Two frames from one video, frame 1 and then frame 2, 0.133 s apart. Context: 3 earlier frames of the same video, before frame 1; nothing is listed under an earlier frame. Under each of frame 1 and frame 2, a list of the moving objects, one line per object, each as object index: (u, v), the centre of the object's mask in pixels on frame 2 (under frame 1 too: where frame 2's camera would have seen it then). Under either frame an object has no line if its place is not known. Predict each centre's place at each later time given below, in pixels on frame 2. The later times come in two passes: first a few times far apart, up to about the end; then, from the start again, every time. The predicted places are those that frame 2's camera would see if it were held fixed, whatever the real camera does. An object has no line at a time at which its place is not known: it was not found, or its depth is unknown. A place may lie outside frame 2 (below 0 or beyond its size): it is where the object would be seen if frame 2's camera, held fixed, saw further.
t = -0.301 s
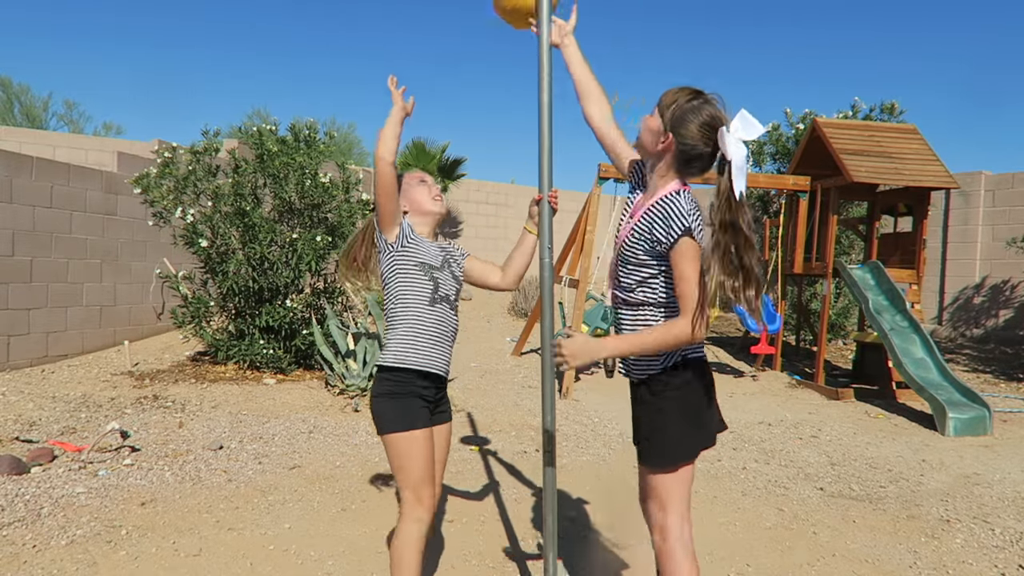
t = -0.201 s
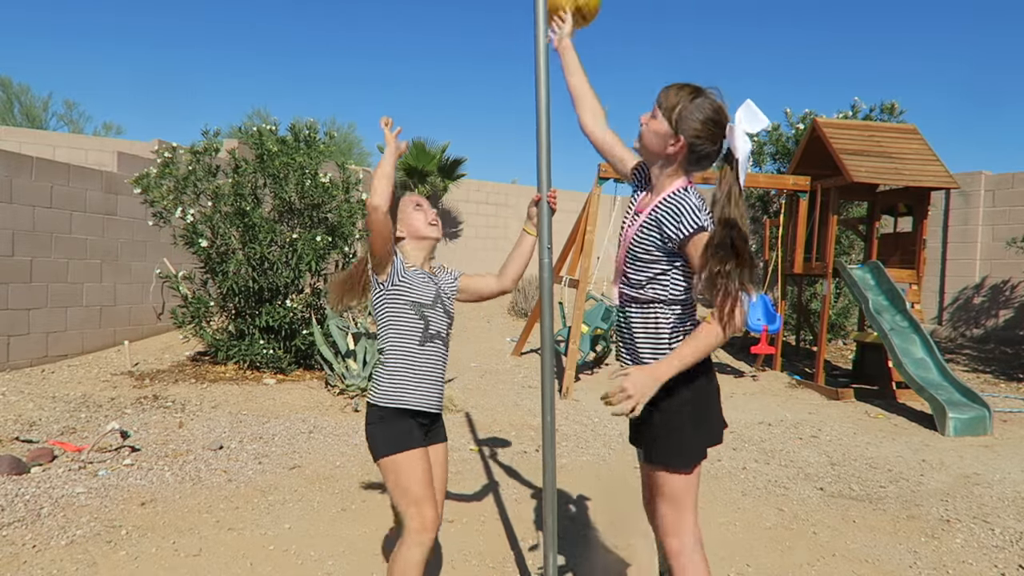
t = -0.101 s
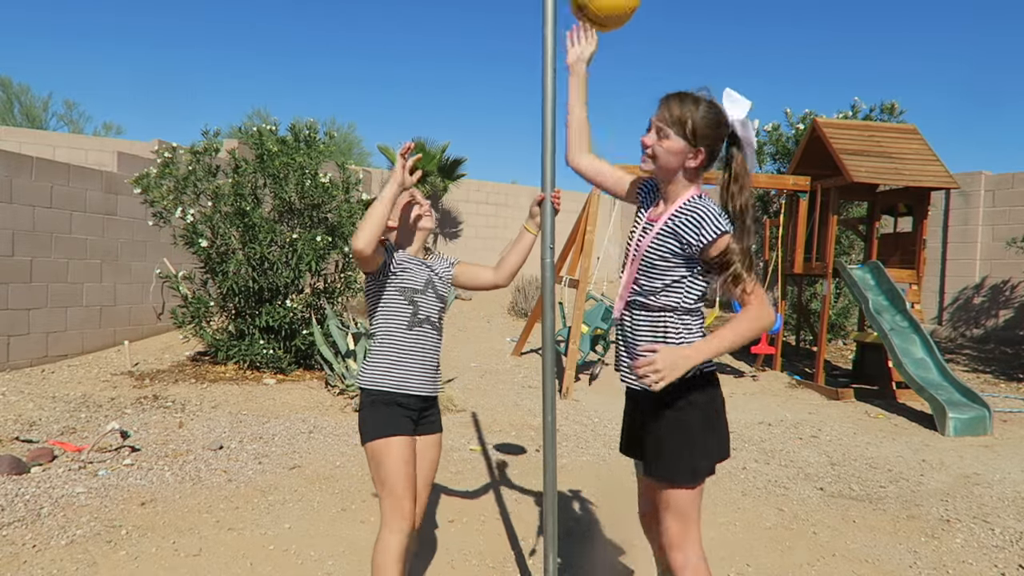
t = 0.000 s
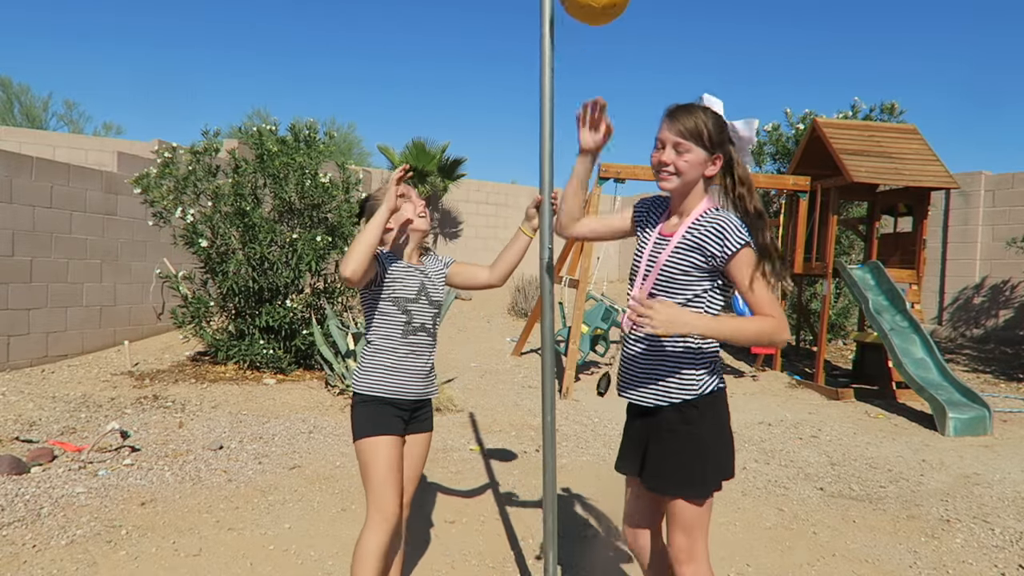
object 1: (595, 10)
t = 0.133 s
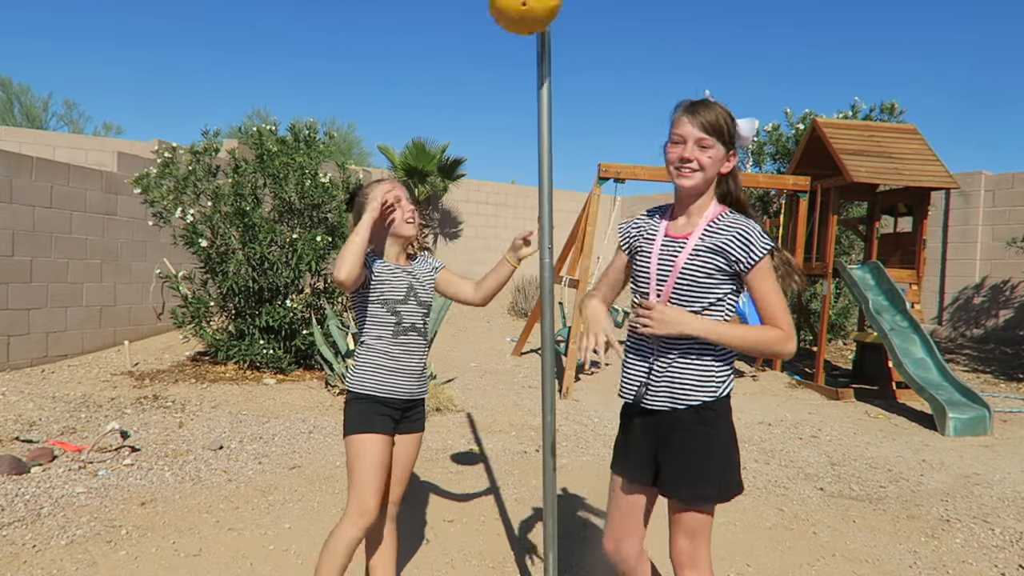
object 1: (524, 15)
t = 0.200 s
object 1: (489, 17)
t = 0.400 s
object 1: (488, 33)
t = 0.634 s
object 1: (594, 50)
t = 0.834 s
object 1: (622, 31)
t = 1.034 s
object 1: (513, 17)
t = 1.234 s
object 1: (432, 29)
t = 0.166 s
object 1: (505, 16)
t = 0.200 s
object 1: (489, 17)
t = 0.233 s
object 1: (479, 19)
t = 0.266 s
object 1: (473, 20)
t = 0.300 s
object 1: (471, 23)
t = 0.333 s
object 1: (473, 26)
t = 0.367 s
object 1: (478, 29)
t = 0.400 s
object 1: (488, 33)
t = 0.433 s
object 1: (500, 35)
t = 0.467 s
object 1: (512, 38)
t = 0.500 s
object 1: (522, 40)
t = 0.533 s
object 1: (541, 44)
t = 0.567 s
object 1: (574, 47)
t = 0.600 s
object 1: (582, 50)
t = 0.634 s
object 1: (594, 50)
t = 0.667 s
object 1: (607, 49)
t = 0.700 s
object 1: (617, 46)
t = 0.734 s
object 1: (624, 42)
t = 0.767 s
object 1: (628, 37)
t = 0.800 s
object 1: (627, 34)
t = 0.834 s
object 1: (622, 31)
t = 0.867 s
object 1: (612, 28)
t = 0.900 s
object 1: (597, 25)
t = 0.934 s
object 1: (579, 22)
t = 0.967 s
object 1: (558, 19)
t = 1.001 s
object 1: (536, 18)
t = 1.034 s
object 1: (513, 17)
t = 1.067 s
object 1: (492, 18)
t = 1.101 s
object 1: (472, 19)
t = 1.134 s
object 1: (457, 21)
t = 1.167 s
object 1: (445, 23)
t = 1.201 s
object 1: (437, 26)
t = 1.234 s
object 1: (432, 29)
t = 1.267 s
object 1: (431, 35)
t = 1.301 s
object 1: (434, 43)
